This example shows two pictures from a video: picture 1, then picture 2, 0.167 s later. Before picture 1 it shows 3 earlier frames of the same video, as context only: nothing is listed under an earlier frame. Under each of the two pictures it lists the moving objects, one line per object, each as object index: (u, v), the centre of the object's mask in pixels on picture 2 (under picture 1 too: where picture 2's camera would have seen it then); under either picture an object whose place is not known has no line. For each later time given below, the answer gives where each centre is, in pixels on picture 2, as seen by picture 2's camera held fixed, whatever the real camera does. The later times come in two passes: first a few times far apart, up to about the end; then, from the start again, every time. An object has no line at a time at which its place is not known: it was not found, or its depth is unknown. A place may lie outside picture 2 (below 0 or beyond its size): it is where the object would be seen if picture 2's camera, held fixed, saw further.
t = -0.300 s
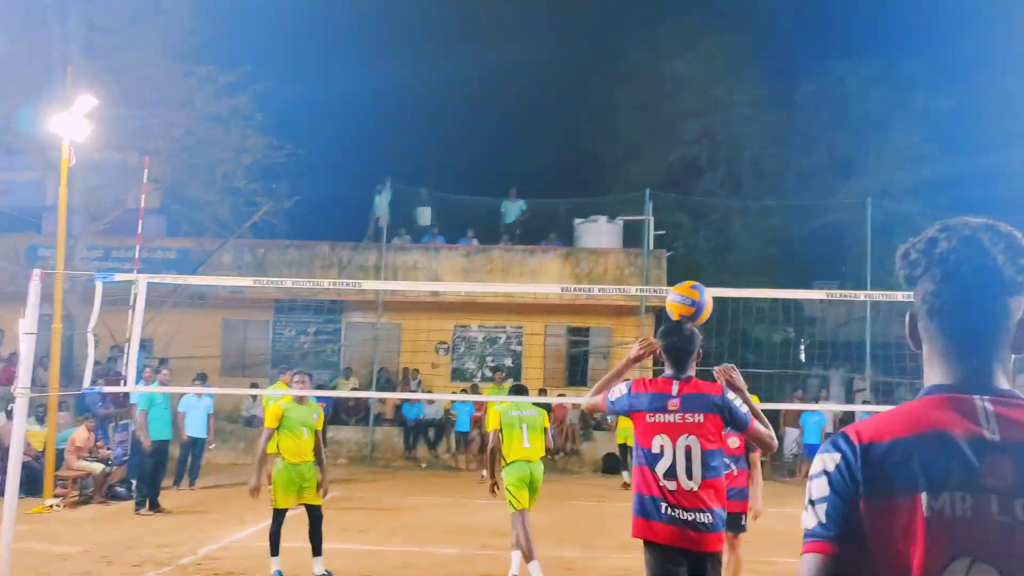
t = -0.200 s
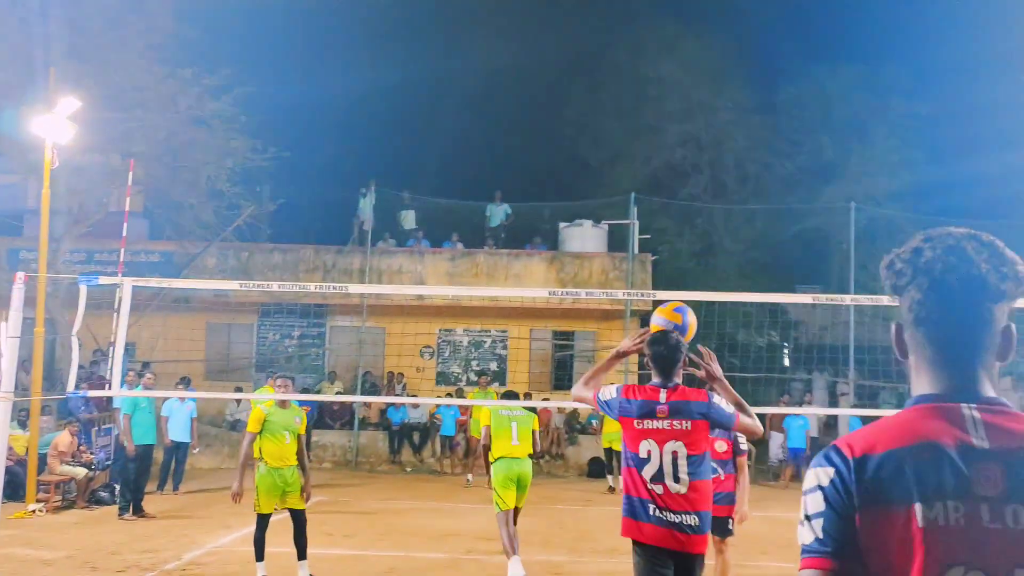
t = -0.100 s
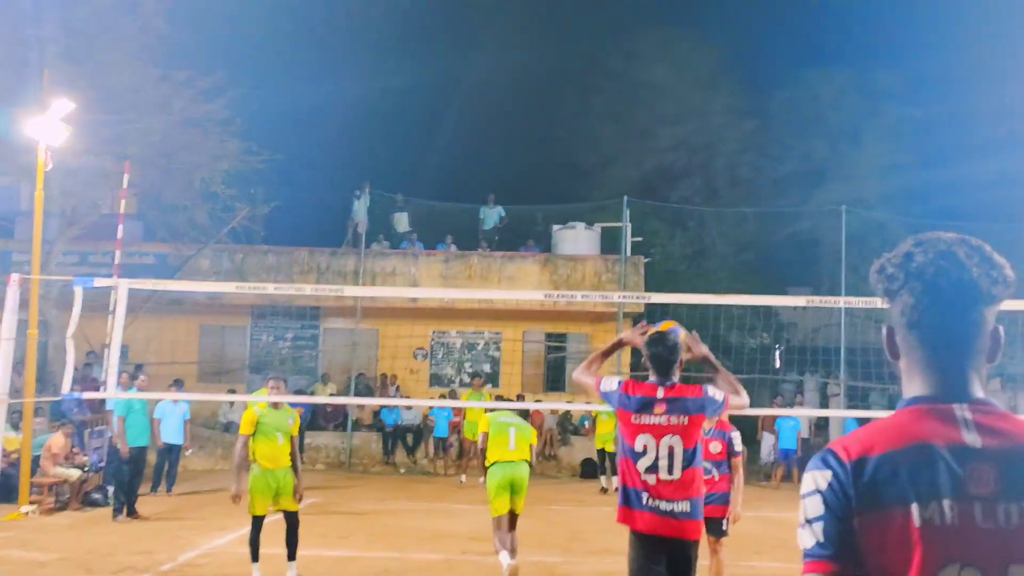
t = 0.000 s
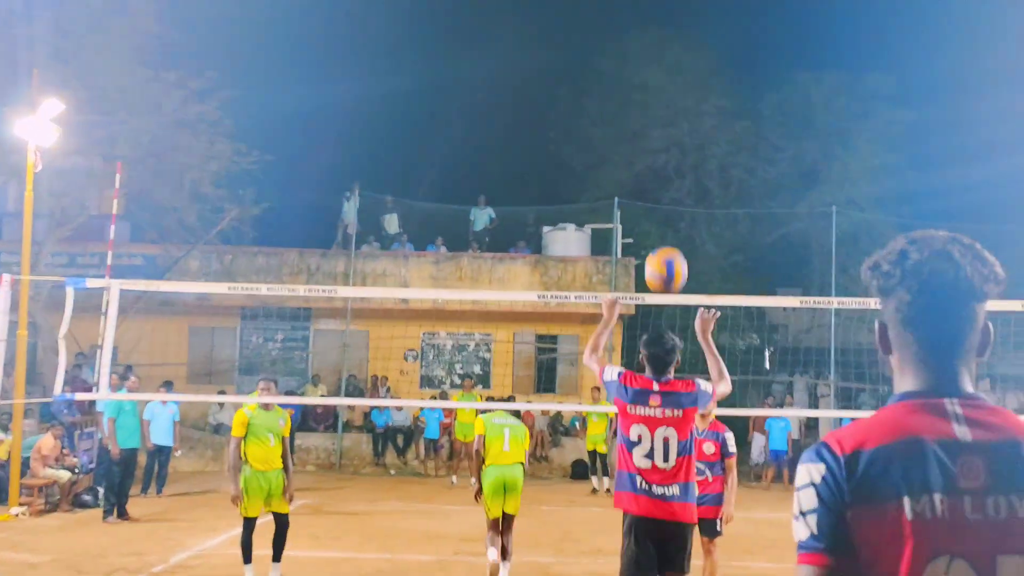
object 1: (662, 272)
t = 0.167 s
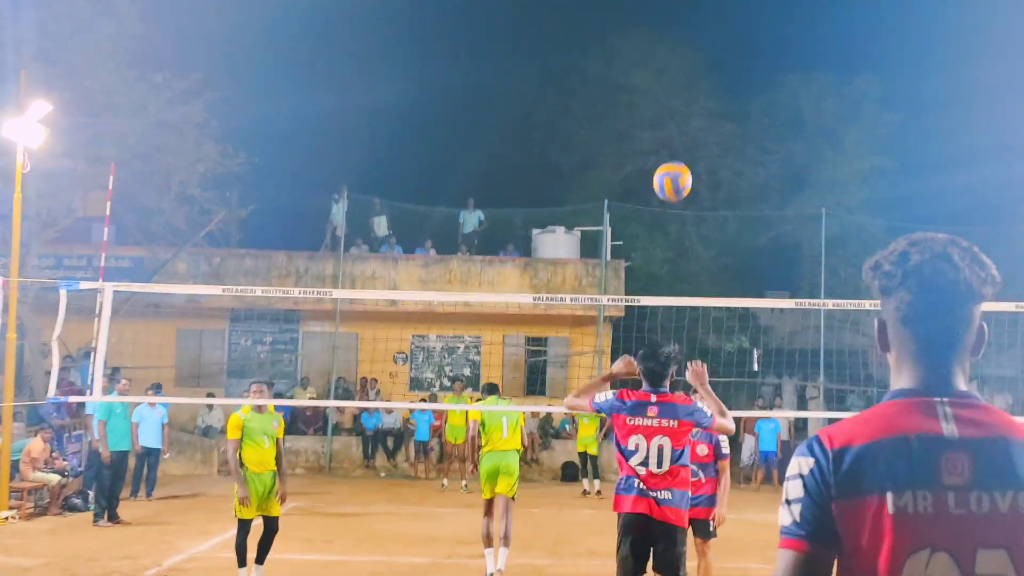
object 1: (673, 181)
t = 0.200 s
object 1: (675, 171)
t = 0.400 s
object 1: (687, 149)
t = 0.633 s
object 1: (694, 198)
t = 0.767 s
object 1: (696, 252)
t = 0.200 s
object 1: (675, 171)
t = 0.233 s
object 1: (677, 162)
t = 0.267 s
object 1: (680, 156)
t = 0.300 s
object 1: (682, 152)
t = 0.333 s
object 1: (683, 149)
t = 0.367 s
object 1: (685, 149)
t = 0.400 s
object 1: (687, 149)
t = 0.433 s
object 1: (688, 152)
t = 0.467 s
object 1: (689, 156)
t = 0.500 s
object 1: (690, 162)
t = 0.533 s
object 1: (691, 169)
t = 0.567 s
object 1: (692, 177)
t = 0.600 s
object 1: (692, 187)
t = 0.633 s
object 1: (694, 198)
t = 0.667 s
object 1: (694, 210)
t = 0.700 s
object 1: (695, 223)
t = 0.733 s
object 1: (696, 237)
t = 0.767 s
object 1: (696, 252)
